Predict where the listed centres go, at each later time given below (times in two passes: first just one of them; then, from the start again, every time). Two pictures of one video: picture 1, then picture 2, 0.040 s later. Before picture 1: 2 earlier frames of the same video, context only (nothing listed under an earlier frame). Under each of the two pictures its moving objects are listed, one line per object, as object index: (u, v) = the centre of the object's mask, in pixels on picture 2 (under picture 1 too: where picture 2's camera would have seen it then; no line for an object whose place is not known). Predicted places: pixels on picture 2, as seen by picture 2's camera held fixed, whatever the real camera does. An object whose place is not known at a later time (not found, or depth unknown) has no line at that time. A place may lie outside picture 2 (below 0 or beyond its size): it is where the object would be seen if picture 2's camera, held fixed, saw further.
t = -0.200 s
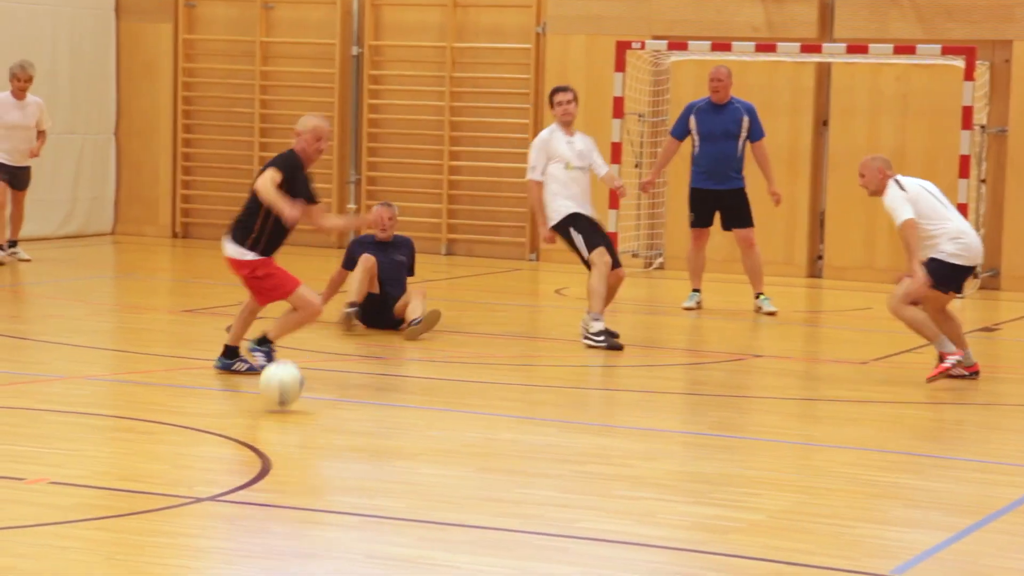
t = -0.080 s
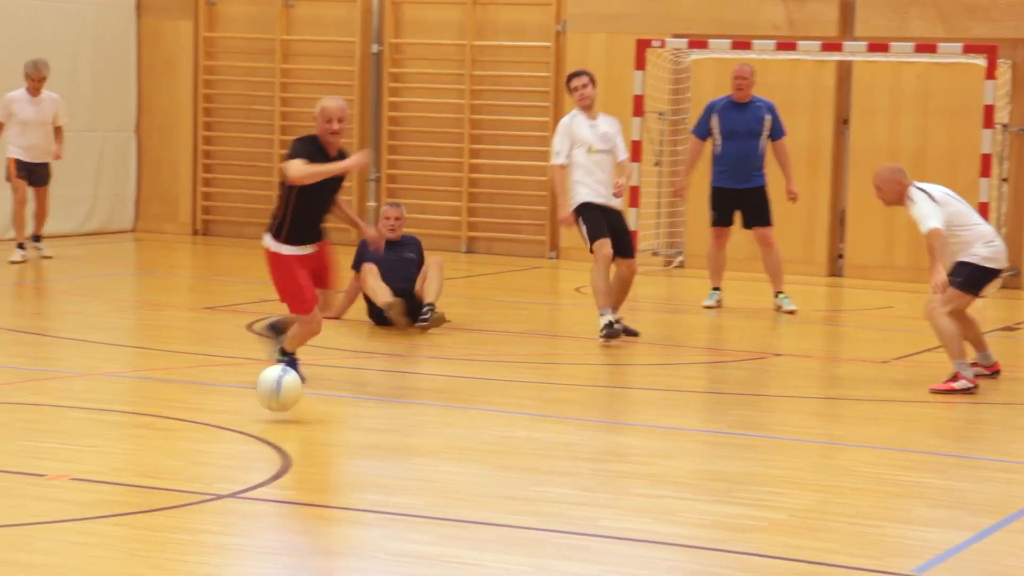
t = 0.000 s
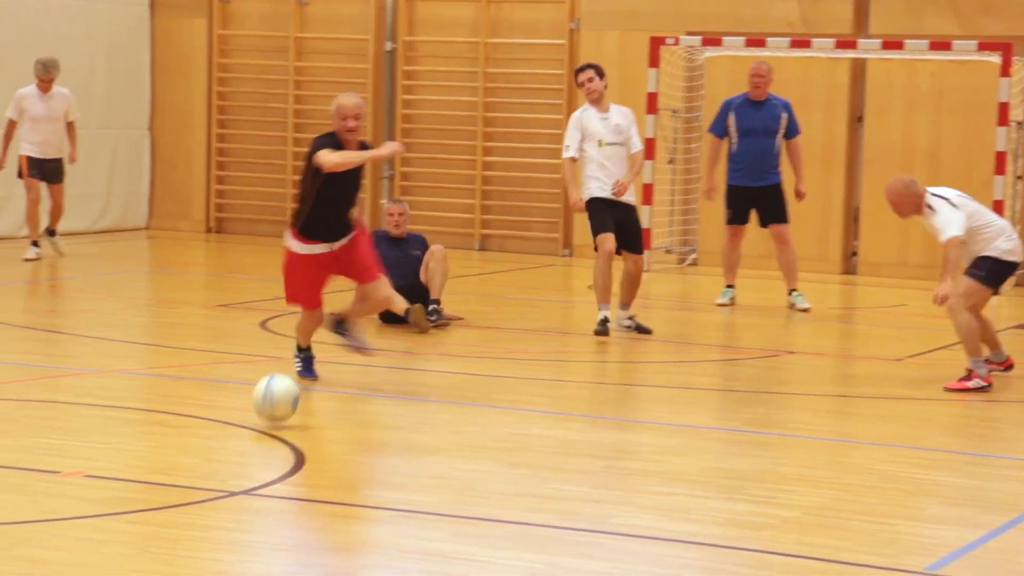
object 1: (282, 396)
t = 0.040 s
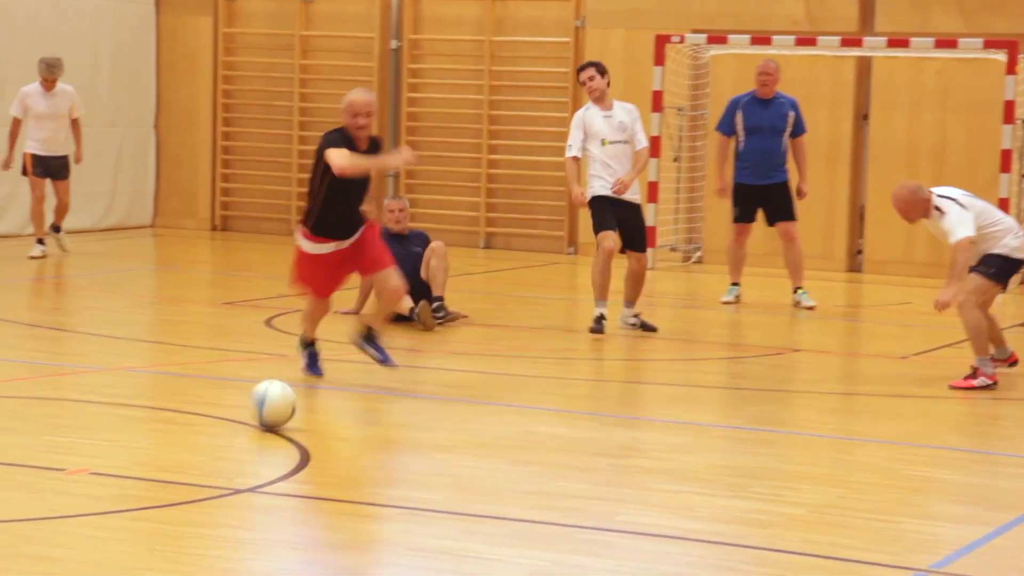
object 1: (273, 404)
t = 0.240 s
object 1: (225, 424)
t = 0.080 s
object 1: (263, 404)
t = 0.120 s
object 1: (254, 408)
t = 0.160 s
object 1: (244, 415)
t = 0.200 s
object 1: (235, 422)
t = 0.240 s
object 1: (225, 424)
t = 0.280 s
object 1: (214, 431)
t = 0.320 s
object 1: (204, 437)
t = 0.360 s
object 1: (192, 441)
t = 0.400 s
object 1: (182, 448)
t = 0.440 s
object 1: (169, 454)
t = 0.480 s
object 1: (156, 459)
